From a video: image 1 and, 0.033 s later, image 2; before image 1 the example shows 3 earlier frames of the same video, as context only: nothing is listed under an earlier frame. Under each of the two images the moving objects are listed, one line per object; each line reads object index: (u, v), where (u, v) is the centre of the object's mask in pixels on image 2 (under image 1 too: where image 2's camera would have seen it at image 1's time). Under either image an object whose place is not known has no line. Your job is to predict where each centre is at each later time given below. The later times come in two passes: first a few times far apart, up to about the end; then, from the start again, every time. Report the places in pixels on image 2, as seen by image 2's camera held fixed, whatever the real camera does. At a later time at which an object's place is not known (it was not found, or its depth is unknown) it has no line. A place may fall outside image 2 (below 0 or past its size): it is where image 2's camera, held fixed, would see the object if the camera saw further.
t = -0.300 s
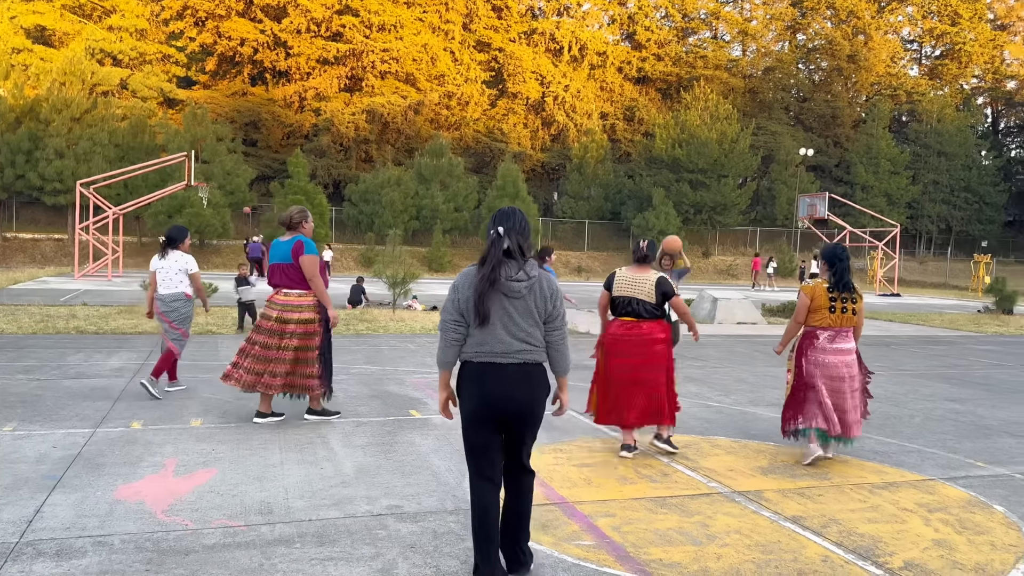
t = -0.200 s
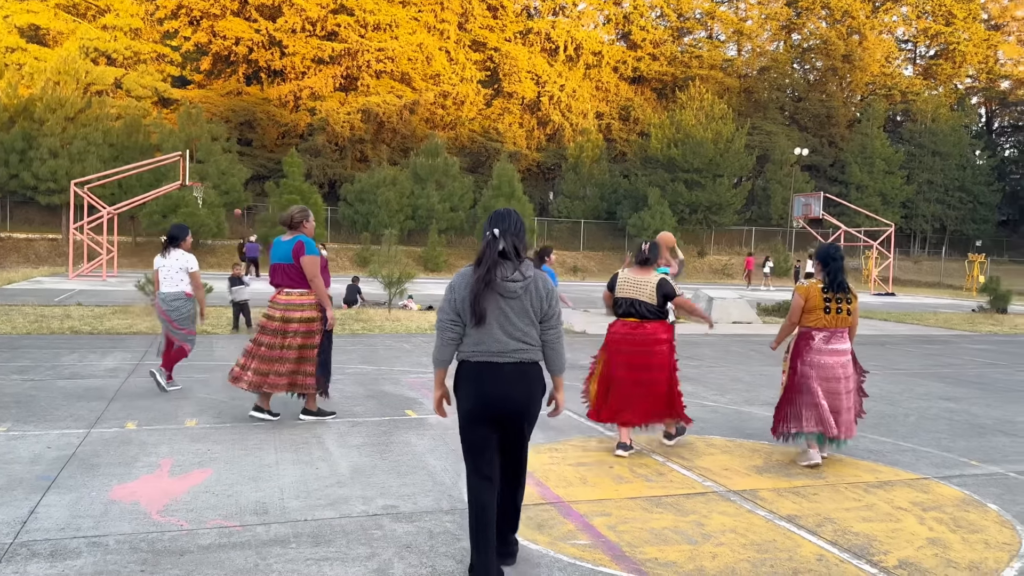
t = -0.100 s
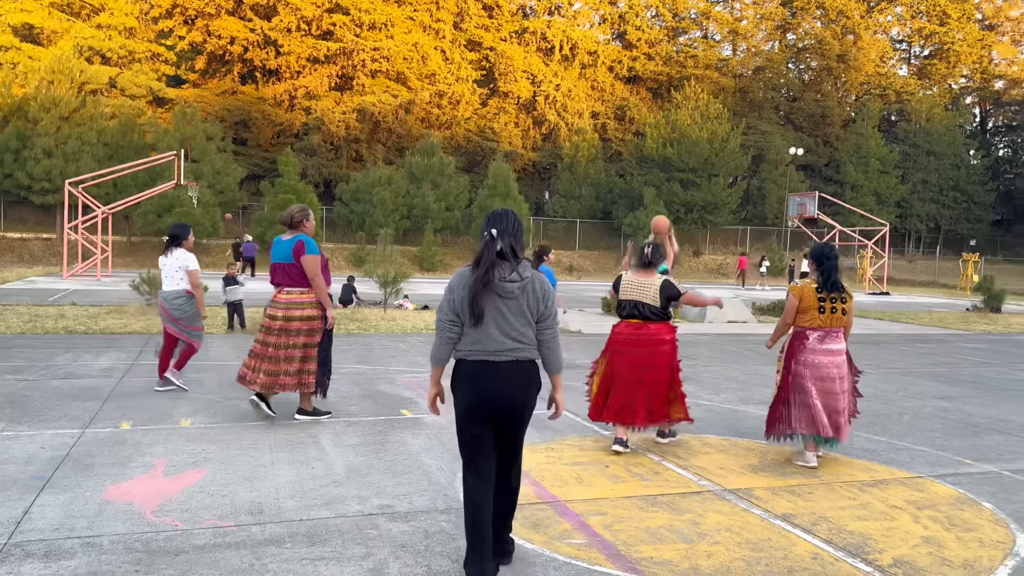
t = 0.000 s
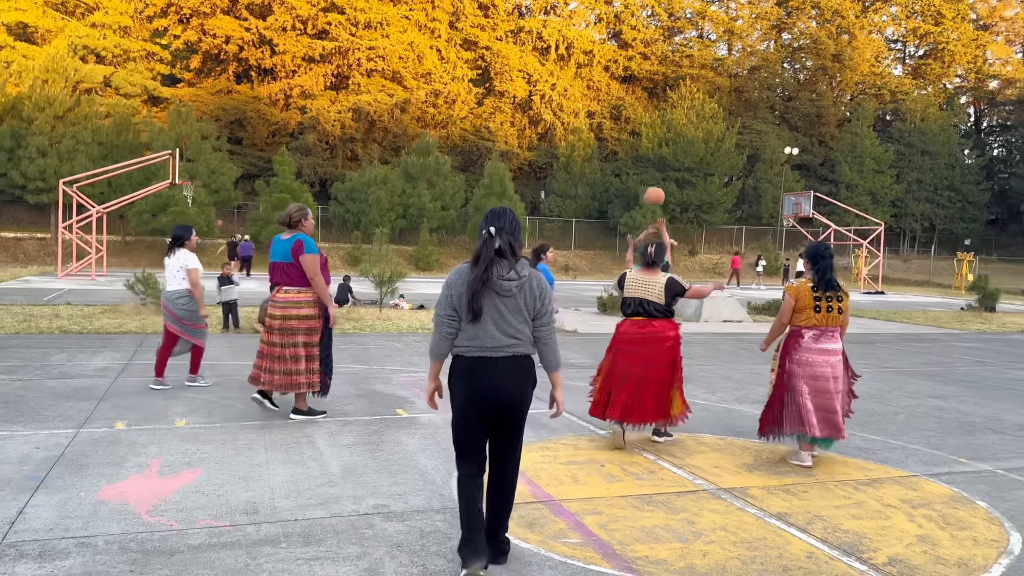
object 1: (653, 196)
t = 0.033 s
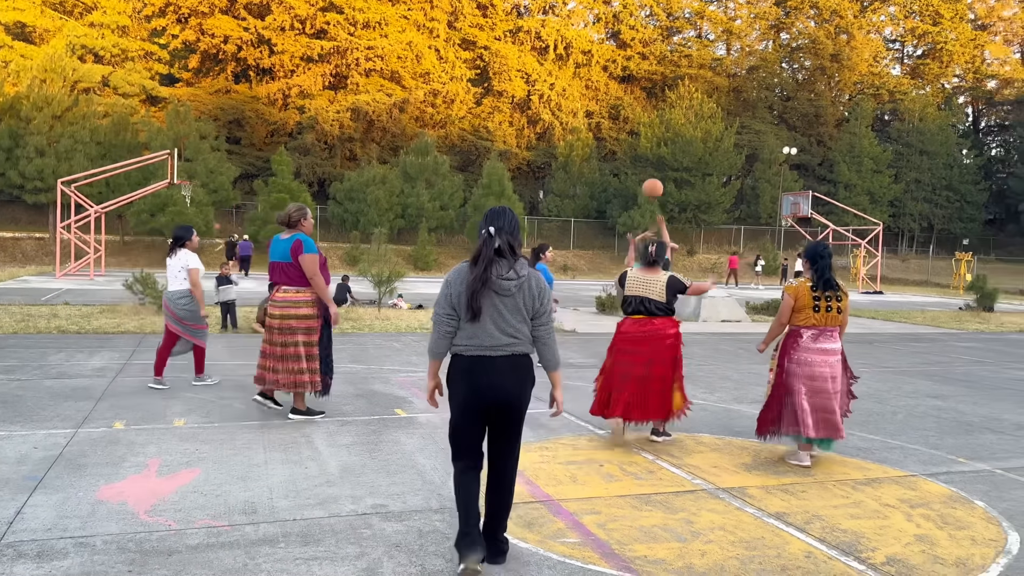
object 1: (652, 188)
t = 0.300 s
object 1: (645, 152)
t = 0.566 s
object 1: (632, 184)
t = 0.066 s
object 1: (652, 180)
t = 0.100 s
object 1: (651, 174)
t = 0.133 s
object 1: (650, 169)
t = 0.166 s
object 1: (649, 163)
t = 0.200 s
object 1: (648, 158)
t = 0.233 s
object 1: (647, 156)
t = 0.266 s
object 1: (646, 154)
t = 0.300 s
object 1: (645, 152)
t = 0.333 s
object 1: (643, 152)
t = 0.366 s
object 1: (642, 153)
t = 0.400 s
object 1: (640, 154)
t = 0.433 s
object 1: (639, 157)
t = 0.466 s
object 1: (637, 161)
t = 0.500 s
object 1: (636, 168)
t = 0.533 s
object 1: (634, 174)
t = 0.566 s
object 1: (632, 184)
